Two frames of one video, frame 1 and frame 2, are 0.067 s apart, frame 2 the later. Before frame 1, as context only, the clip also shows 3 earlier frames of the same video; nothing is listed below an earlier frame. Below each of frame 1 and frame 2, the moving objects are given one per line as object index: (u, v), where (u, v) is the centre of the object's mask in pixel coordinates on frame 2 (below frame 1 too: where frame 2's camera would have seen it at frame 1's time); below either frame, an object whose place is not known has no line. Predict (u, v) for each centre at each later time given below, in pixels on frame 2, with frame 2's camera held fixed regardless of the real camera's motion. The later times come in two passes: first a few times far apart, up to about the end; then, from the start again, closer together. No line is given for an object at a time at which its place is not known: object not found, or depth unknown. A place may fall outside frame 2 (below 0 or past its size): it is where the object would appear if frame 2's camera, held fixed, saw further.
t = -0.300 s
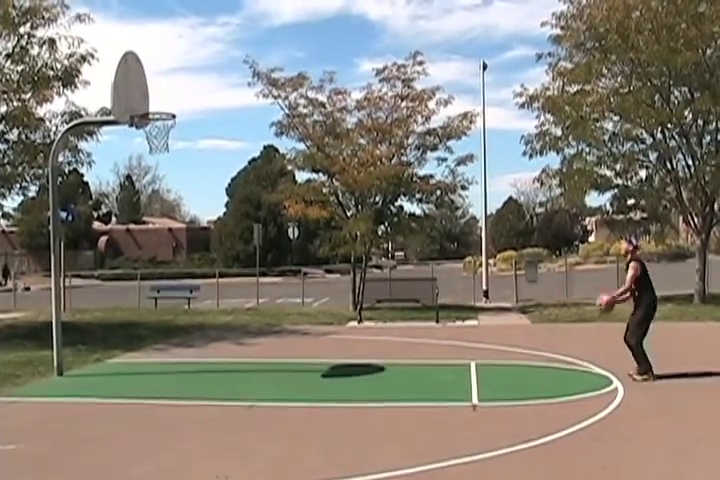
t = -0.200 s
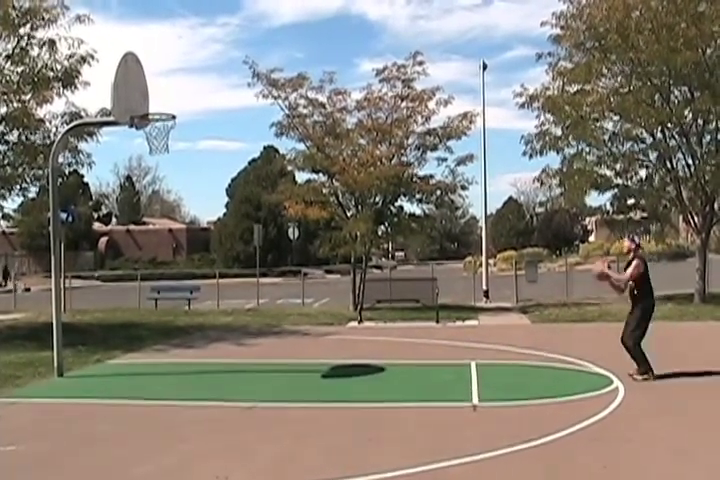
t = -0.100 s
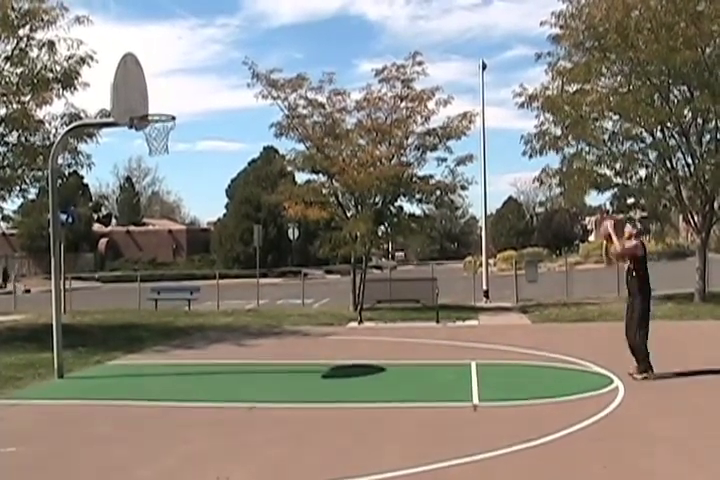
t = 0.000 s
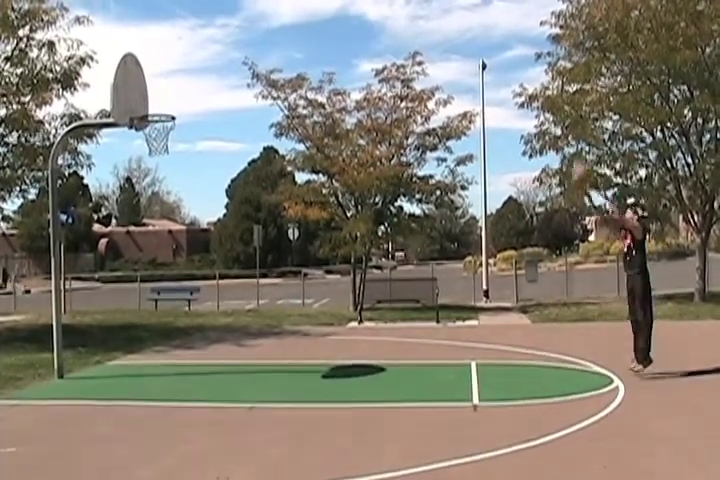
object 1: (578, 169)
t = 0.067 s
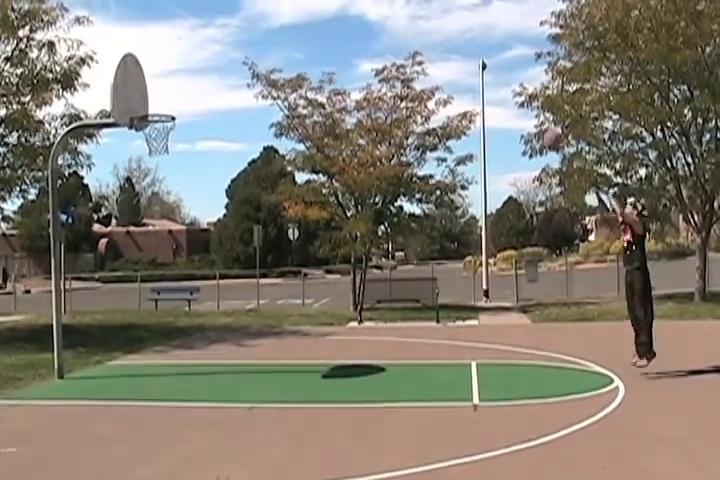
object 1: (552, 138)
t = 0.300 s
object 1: (456, 53)
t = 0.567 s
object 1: (353, 16)
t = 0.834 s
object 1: (257, 41)
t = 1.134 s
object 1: (189, 88)
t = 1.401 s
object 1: (241, 40)
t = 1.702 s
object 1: (300, 57)
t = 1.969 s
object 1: (354, 139)
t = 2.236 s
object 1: (410, 284)
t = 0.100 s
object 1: (537, 121)
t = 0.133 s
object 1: (525, 109)
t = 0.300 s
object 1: (456, 53)
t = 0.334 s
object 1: (444, 44)
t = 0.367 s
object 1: (430, 37)
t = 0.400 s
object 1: (417, 31)
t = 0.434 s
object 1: (404, 26)
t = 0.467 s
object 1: (391, 22)
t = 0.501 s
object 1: (378, 19)
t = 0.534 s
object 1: (366, 17)
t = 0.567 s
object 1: (353, 16)
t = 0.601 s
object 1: (341, 16)
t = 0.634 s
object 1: (329, 16)
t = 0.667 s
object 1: (316, 18)
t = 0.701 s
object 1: (304, 21)
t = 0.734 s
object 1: (292, 25)
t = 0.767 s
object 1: (280, 30)
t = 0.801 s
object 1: (268, 35)
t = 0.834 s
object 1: (257, 41)
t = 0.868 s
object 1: (245, 49)
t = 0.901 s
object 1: (233, 57)
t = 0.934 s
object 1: (221, 66)
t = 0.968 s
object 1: (209, 76)
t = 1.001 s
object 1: (198, 87)
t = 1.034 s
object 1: (186, 99)
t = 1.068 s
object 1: (177, 109)
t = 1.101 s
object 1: (183, 99)
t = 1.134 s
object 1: (189, 88)
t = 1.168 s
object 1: (196, 79)
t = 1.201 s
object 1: (202, 70)
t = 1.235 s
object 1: (209, 63)
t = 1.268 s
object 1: (215, 56)
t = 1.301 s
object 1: (222, 51)
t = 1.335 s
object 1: (228, 46)
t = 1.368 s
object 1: (234, 43)
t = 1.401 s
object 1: (241, 40)
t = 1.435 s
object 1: (247, 38)
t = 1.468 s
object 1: (254, 37)
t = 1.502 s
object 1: (261, 37)
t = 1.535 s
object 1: (266, 38)
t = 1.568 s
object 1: (273, 40)
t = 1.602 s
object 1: (280, 43)
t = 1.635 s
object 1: (287, 47)
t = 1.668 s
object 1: (293, 51)
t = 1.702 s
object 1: (300, 57)
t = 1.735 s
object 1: (307, 64)
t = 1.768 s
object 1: (314, 72)
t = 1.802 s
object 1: (321, 81)
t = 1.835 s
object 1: (328, 90)
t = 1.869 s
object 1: (335, 99)
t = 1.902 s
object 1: (341, 112)
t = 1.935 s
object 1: (347, 125)
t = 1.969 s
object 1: (354, 139)
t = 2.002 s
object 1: (362, 155)
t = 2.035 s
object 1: (368, 170)
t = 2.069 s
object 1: (375, 185)
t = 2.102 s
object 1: (381, 204)
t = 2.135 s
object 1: (389, 221)
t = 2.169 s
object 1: (395, 240)
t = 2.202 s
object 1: (403, 261)
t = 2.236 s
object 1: (410, 284)
